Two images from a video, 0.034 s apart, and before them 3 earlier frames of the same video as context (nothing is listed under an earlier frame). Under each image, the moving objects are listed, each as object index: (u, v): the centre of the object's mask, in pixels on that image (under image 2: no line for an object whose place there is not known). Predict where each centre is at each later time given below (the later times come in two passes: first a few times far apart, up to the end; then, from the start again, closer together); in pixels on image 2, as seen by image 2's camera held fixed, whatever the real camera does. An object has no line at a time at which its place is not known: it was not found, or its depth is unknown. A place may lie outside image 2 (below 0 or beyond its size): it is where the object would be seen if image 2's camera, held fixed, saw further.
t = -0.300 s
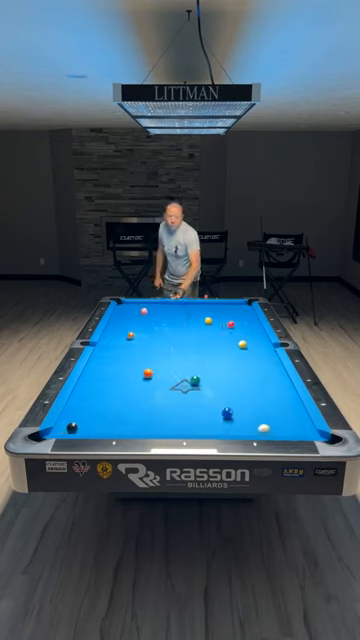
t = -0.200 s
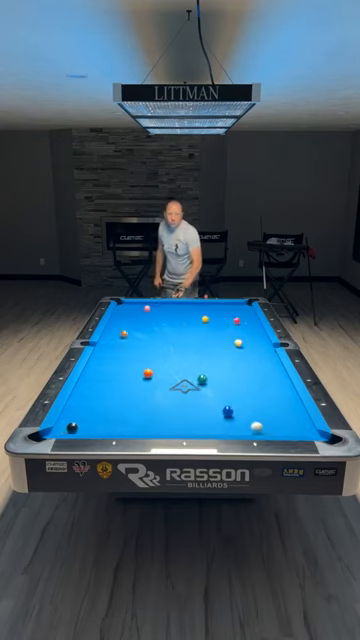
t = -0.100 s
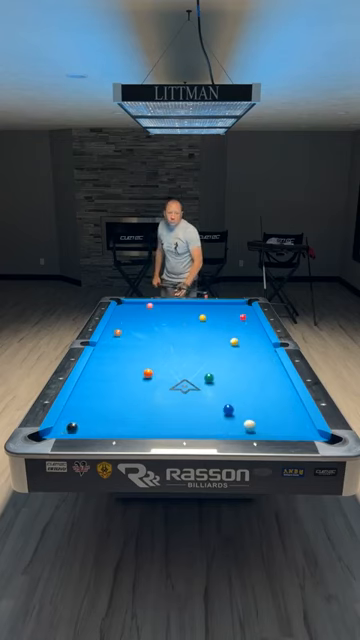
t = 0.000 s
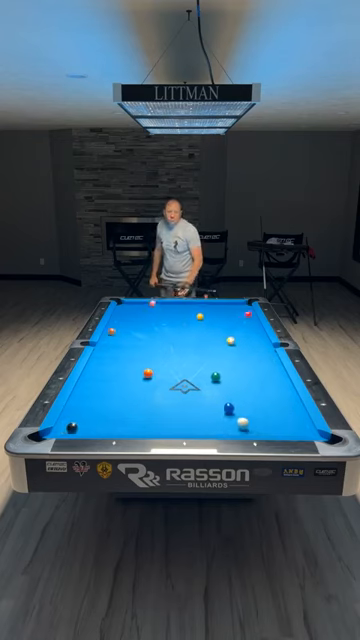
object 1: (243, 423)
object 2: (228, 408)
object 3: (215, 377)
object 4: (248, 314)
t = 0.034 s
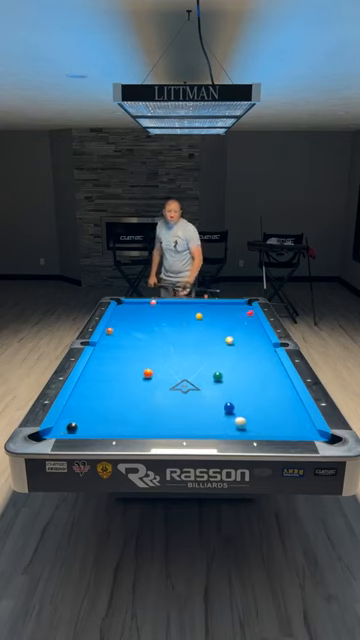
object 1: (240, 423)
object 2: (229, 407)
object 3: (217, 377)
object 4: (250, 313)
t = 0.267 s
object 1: (225, 418)
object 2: (229, 404)
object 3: (232, 374)
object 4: (243, 307)
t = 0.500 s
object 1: (211, 414)
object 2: (230, 402)
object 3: (245, 372)
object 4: (234, 303)
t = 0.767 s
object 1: (198, 410)
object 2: (231, 400)
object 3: (260, 370)
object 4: (233, 306)
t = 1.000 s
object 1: (187, 407)
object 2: (232, 398)
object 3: (272, 368)
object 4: (232, 307)
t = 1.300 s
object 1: (174, 403)
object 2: (233, 397)
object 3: (275, 366)
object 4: (230, 311)
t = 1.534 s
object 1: (165, 400)
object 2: (234, 396)
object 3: (266, 365)
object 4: (229, 313)
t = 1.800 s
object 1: (156, 397)
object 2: (234, 396)
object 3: (259, 364)
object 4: (227, 315)
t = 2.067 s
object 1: (148, 395)
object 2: (234, 396)
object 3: (253, 363)
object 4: (226, 318)
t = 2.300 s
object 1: (142, 393)
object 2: (234, 396)
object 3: (248, 362)
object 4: (224, 320)
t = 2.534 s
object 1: (137, 392)
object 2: (235, 396)
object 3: (243, 361)
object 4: (222, 322)
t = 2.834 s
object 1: (131, 391)
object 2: (235, 396)
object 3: (239, 361)
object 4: (221, 325)
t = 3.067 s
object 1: (128, 389)
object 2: (235, 396)
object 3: (236, 360)
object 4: (219, 327)
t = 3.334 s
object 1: (125, 389)
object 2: (235, 396)
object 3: (233, 360)
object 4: (218, 328)
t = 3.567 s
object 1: (122, 388)
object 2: (235, 396)
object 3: (232, 360)
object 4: (217, 330)
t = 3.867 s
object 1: (121, 387)
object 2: (235, 396)
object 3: (231, 360)
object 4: (215, 331)
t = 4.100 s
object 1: (120, 387)
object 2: (235, 396)
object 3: (231, 359)
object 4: (214, 332)
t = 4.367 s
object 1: (120, 388)
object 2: (235, 396)
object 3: (231, 360)
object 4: (214, 333)
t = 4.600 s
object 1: (120, 387)
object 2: (235, 396)
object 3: (231, 360)
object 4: (213, 333)
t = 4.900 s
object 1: (120, 387)
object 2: (235, 396)
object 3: (231, 360)
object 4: (212, 334)
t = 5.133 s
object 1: (120, 388)
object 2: (235, 396)
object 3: (231, 360)
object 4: (212, 334)
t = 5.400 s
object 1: (120, 388)
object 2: (235, 396)
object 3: (231, 360)
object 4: (212, 334)
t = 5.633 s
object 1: (120, 388)
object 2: (235, 396)
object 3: (231, 360)
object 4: (212, 334)
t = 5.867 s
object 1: (120, 388)
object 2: (235, 396)
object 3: (231, 360)
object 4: (212, 334)
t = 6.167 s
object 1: (120, 388)
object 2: (235, 396)
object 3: (231, 360)
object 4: (212, 334)
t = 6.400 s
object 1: (120, 388)
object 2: (235, 396)
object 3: (231, 360)
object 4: (212, 334)
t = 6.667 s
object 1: (120, 388)
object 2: (235, 396)
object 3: (231, 360)
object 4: (212, 334)
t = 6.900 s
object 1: (120, 388)
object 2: (235, 396)
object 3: (231, 360)
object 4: (212, 334)
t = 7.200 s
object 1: (120, 388)
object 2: (235, 396)
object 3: (231, 360)
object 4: (212, 334)
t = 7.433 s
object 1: (120, 388)
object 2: (235, 396)
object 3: (231, 360)
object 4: (212, 334)
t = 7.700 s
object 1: (120, 388)
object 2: (235, 396)
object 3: (231, 359)
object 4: (212, 334)
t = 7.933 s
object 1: (120, 388)
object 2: (235, 396)
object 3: (231, 359)
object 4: (212, 334)
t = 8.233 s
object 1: (120, 388)
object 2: (235, 396)
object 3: (231, 360)
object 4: (212, 334)
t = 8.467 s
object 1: (120, 388)
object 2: (235, 396)
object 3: (231, 360)
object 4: (212, 334)
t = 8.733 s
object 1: (120, 388)
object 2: (235, 396)
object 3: (231, 359)
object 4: (212, 334)
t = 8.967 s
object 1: (120, 388)
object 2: (235, 396)
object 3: (231, 359)
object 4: (212, 334)
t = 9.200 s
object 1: (120, 388)
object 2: (235, 396)
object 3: (231, 360)
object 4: (212, 334)
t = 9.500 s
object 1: (120, 388)
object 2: (235, 396)
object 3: (231, 360)
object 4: (212, 334)
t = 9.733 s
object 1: (120, 388)
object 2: (235, 396)
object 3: (231, 360)
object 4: (212, 334)
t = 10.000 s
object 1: (120, 388)
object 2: (235, 396)
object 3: (231, 360)
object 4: (212, 334)
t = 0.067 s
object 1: (238, 422)
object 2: (229, 407)
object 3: (220, 376)
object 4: (251, 311)
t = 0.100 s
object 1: (236, 421)
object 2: (229, 406)
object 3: (222, 376)
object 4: (251, 311)
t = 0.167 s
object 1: (232, 420)
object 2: (229, 405)
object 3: (226, 375)
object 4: (247, 309)
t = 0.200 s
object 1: (230, 419)
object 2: (229, 405)
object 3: (228, 375)
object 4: (246, 309)
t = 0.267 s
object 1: (225, 418)
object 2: (229, 404)
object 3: (232, 374)
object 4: (243, 307)
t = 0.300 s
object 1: (223, 417)
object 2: (230, 404)
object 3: (234, 374)
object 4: (242, 306)
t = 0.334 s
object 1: (221, 417)
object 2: (230, 403)
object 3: (236, 373)
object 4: (240, 306)
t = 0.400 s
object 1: (217, 416)
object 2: (230, 403)
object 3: (240, 373)
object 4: (238, 305)
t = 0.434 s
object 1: (215, 415)
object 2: (230, 403)
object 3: (242, 373)
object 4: (237, 304)
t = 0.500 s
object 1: (211, 414)
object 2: (230, 402)
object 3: (245, 372)
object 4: (234, 303)
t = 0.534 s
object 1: (210, 413)
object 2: (230, 402)
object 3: (247, 371)
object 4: (234, 303)
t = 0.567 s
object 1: (208, 413)
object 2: (230, 401)
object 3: (249, 371)
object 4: (234, 303)
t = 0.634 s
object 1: (204, 412)
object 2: (231, 401)
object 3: (253, 371)
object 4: (234, 304)
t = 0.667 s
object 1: (203, 411)
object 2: (231, 400)
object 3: (255, 371)
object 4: (234, 304)
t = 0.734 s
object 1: (199, 410)
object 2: (231, 400)
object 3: (258, 370)
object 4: (233, 305)
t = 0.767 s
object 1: (198, 410)
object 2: (231, 400)
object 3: (260, 370)
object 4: (233, 306)
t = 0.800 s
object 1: (196, 409)
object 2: (231, 399)
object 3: (262, 369)
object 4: (233, 306)
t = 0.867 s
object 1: (193, 408)
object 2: (232, 399)
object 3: (265, 369)
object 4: (233, 306)
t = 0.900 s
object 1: (191, 408)
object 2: (232, 399)
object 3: (267, 368)
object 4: (232, 306)
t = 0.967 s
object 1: (188, 407)
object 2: (232, 398)
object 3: (270, 368)
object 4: (232, 307)
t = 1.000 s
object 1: (187, 407)
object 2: (232, 398)
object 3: (272, 368)
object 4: (232, 307)
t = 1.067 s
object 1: (183, 406)
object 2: (232, 398)
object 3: (275, 367)
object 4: (231, 309)
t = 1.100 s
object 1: (182, 405)
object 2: (232, 398)
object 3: (276, 367)
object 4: (231, 309)
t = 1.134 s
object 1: (181, 405)
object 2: (233, 397)
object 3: (278, 367)
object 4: (231, 309)
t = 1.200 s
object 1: (178, 404)
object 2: (233, 397)
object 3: (278, 366)
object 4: (230, 311)
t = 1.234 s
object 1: (177, 403)
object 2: (233, 397)
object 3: (276, 366)
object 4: (230, 310)
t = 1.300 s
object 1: (174, 403)
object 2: (233, 397)
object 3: (275, 366)
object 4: (230, 311)
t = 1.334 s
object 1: (172, 402)
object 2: (233, 397)
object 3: (273, 365)
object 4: (230, 311)
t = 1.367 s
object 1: (171, 402)
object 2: (234, 396)
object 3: (272, 365)
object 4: (230, 311)
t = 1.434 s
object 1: (168, 401)
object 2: (234, 396)
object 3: (270, 365)
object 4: (229, 312)
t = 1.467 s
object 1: (167, 401)
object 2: (234, 396)
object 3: (269, 365)
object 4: (229, 313)
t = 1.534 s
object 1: (165, 400)
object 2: (234, 396)
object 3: (266, 365)
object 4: (229, 313)
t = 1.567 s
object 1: (164, 400)
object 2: (234, 396)
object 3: (266, 365)
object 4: (229, 313)
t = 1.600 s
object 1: (163, 399)
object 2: (234, 396)
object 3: (265, 364)
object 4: (228, 314)
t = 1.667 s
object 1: (160, 398)
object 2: (234, 396)
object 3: (263, 364)
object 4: (228, 314)
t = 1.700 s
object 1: (159, 398)
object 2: (234, 396)
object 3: (262, 364)
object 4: (227, 315)
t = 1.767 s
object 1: (157, 398)
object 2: (234, 396)
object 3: (260, 364)
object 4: (227, 315)
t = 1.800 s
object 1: (156, 397)
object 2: (234, 396)
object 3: (259, 364)
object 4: (227, 315)
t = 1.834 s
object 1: (155, 397)
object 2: (234, 396)
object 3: (259, 364)
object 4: (227, 316)
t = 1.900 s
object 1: (153, 397)
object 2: (234, 396)
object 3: (257, 363)
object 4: (226, 317)
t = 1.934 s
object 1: (152, 396)
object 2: (234, 396)
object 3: (256, 363)
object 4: (226, 317)
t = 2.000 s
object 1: (150, 395)
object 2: (234, 396)
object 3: (254, 363)
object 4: (226, 317)
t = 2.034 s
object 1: (149, 395)
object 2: (234, 396)
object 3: (254, 363)
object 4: (226, 318)
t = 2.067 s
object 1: (148, 395)
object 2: (234, 396)
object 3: (253, 363)
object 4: (226, 318)
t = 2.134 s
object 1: (146, 394)
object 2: (234, 396)
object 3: (251, 363)
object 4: (225, 319)
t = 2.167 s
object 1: (145, 394)
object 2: (234, 396)
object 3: (250, 362)
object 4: (225, 319)
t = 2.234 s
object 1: (144, 394)
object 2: (234, 396)
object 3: (249, 362)
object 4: (224, 320)
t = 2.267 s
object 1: (143, 393)
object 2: (234, 396)
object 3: (248, 362)
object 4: (224, 320)
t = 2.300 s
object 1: (142, 393)
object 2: (234, 396)
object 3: (248, 362)
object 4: (224, 320)
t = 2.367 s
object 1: (140, 393)
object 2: (234, 396)
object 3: (246, 361)
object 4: (223, 321)
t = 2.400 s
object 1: (140, 393)
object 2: (234, 396)
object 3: (246, 361)
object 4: (223, 321)
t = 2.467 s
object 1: (138, 392)
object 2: (234, 396)
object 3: (244, 361)
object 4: (223, 322)
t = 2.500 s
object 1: (137, 392)
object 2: (235, 396)
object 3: (244, 361)
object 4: (223, 322)
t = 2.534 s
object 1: (137, 392)
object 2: (235, 396)
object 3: (243, 361)
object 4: (222, 322)
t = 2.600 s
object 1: (135, 391)
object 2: (235, 396)
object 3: (242, 361)
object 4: (222, 323)
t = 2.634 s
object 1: (135, 391)
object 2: (235, 396)
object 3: (242, 361)
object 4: (222, 323)
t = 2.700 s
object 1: (134, 391)
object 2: (235, 396)
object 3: (241, 361)
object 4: (221, 324)
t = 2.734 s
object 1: (133, 391)
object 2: (235, 396)
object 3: (240, 361)
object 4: (221, 324)
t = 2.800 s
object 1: (132, 390)
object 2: (235, 396)
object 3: (239, 361)
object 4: (221, 325)
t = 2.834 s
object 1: (131, 391)
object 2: (235, 396)
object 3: (239, 361)
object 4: (221, 325)
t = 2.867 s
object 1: (131, 390)
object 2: (235, 396)
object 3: (238, 360)
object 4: (220, 325)
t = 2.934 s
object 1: (130, 390)
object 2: (235, 396)
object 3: (237, 360)
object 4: (220, 326)
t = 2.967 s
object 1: (129, 390)
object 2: (235, 396)
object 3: (237, 360)
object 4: (220, 326)
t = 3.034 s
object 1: (128, 390)
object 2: (235, 396)
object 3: (236, 360)
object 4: (219, 327)
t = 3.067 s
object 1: (128, 389)
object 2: (235, 396)
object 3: (236, 360)
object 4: (219, 327)
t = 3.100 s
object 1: (127, 389)
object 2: (235, 396)
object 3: (235, 360)
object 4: (219, 327)
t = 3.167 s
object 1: (127, 389)
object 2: (235, 396)
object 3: (235, 360)
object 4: (218, 327)
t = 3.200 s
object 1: (126, 389)
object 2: (235, 396)
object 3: (234, 360)
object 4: (218, 327)
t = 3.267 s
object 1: (125, 389)
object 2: (235, 396)
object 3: (234, 360)
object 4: (218, 328)
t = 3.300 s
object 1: (125, 389)
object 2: (235, 396)
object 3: (233, 360)
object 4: (218, 328)
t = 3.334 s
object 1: (125, 389)
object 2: (235, 396)
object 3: (233, 360)
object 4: (218, 328)
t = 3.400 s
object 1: (124, 388)
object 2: (235, 396)
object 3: (233, 360)
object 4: (217, 329)
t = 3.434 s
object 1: (123, 388)
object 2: (235, 396)
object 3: (232, 360)
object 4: (217, 329)
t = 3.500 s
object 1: (123, 388)
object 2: (235, 396)
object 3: (232, 360)
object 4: (217, 329)
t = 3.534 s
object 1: (123, 388)
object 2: (235, 396)
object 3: (232, 360)
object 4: (217, 330)
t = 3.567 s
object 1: (122, 388)
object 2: (235, 396)
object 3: (232, 360)
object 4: (217, 330)
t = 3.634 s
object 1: (122, 388)
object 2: (235, 396)
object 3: (231, 360)
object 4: (216, 330)
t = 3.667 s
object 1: (122, 388)
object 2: (235, 396)
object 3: (231, 360)
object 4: (216, 330)
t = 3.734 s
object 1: (121, 388)
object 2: (235, 396)
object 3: (231, 360)
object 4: (216, 330)
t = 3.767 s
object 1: (121, 387)
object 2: (235, 396)
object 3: (231, 360)
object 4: (216, 330)
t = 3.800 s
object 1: (121, 387)
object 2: (235, 396)
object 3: (231, 360)
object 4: (216, 330)
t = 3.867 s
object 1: (121, 387)
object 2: (235, 396)
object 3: (231, 360)
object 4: (215, 331)
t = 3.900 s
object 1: (120, 387)
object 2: (235, 396)
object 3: (231, 360)
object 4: (215, 331)
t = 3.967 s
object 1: (120, 387)
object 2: (235, 396)
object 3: (231, 360)
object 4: (215, 332)
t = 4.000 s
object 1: (120, 387)
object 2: (235, 396)
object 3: (231, 360)
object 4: (215, 332)
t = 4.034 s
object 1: (120, 387)
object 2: (235, 396)
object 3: (231, 360)
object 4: (215, 332)
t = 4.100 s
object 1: (120, 387)
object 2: (235, 396)
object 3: (231, 359)
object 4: (214, 332)
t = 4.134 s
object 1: (120, 387)
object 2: (235, 396)
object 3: (231, 359)
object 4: (214, 332)
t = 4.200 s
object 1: (120, 387)
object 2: (235, 396)
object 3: (231, 359)
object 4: (214, 332)
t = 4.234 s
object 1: (120, 387)
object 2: (235, 396)
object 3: (231, 359)
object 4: (214, 332)
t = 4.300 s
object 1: (120, 387)
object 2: (235, 396)
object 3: (231, 360)
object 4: (214, 333)
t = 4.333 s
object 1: (120, 387)
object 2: (235, 396)
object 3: (231, 360)
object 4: (214, 333)
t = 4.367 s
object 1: (120, 388)
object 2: (235, 396)
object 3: (231, 360)
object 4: (214, 333)
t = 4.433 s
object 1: (120, 387)
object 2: (235, 396)
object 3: (231, 360)
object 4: (214, 333)
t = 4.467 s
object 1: (120, 388)
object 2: (235, 396)
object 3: (231, 360)
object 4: (214, 333)
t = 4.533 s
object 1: (120, 387)
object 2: (235, 396)
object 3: (231, 360)
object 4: (213, 333)
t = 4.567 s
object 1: (120, 388)
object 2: (235, 396)
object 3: (231, 360)
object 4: (213, 333)
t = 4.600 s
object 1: (120, 387)
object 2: (235, 396)
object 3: (231, 360)
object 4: (213, 333)
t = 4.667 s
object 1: (120, 387)
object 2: (235, 396)
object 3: (231, 360)
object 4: (213, 333)
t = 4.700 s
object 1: (120, 387)
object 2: (235, 396)
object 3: (231, 360)
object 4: (213, 334)
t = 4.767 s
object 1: (120, 387)
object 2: (235, 396)
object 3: (231, 360)
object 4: (212, 334)
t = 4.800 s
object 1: (120, 388)
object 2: (235, 396)
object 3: (231, 360)
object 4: (212, 334)
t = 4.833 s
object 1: (120, 387)
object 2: (235, 396)
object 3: (231, 360)
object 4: (212, 334)
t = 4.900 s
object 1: (120, 387)
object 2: (235, 396)
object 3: (231, 360)
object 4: (212, 334)
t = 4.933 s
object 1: (120, 388)
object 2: (235, 396)
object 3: (231, 360)
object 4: (212, 334)
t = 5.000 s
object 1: (120, 388)
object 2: (235, 396)
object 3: (231, 360)
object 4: (212, 334)
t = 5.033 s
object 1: (120, 388)
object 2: (235, 396)
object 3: (231, 360)
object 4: (212, 334)
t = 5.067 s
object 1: (120, 388)
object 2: (235, 396)
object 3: (231, 360)
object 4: (212, 334)
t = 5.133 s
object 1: (120, 388)
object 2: (235, 396)
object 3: (231, 360)
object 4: (212, 334)
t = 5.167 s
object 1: (120, 387)
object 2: (235, 396)
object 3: (231, 360)
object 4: (212, 334)
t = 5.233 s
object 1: (120, 388)
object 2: (235, 396)
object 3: (231, 360)
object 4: (212, 334)
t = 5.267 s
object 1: (120, 387)
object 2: (235, 396)
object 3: (231, 360)
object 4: (212, 334)
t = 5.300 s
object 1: (120, 388)
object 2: (235, 396)
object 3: (231, 360)
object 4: (212, 334)
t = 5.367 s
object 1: (120, 388)
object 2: (235, 396)
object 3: (231, 360)
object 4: (212, 334)
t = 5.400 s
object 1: (120, 388)
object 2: (235, 396)
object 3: (231, 360)
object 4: (212, 334)
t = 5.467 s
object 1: (120, 388)
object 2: (235, 396)
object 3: (231, 360)
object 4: (212, 334)
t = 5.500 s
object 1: (120, 388)
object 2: (235, 396)
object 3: (231, 360)
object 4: (212, 334)
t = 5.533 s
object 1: (120, 388)
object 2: (235, 396)
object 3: (231, 360)
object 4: (212, 334)
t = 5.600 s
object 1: (120, 388)
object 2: (235, 396)
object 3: (231, 360)
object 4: (212, 334)
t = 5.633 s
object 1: (120, 388)
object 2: (235, 396)
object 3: (231, 360)
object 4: (212, 334)
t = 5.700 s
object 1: (120, 388)
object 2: (235, 396)
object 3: (231, 360)
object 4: (212, 334)
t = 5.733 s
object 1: (120, 388)
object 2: (235, 396)
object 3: (231, 360)
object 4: (212, 334)
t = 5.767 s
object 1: (120, 388)
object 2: (235, 396)
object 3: (231, 360)
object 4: (212, 334)
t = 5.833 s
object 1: (120, 388)
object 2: (235, 396)
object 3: (231, 360)
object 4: (212, 334)
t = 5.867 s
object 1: (120, 388)
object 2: (235, 396)
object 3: (231, 360)
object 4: (212, 334)
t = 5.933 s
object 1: (120, 388)
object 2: (235, 396)
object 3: (231, 360)
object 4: (212, 334)
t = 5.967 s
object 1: (120, 388)
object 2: (235, 396)
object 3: (231, 360)
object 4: (212, 334)
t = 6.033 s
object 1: (120, 388)
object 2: (235, 396)
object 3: (231, 360)
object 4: (212, 334)
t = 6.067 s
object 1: (120, 388)
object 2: (235, 396)
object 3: (231, 360)
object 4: (212, 334)
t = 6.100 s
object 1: (120, 388)
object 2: (235, 396)
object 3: (231, 360)
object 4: (212, 334)
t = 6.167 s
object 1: (120, 388)
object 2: (235, 396)
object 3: (231, 360)
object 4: (212, 334)
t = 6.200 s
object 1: (120, 388)
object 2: (235, 396)
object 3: (231, 360)
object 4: (212, 334)
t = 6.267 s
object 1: (120, 388)
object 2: (235, 396)
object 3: (231, 360)
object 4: (212, 334)
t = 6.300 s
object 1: (120, 388)
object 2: (235, 396)
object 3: (231, 360)
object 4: (212, 334)
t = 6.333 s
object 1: (120, 388)
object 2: (235, 396)
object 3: (231, 360)
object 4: (212, 334)
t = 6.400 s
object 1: (120, 388)
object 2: (235, 396)
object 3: (231, 360)
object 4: (212, 334)
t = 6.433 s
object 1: (120, 388)
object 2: (235, 396)
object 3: (231, 360)
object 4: (212, 334)
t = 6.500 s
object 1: (120, 388)
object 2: (235, 396)
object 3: (231, 360)
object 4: (212, 334)
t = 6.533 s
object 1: (120, 388)
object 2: (235, 396)
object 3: (231, 360)
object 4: (212, 334)
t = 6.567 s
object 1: (120, 388)
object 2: (235, 396)
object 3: (231, 360)
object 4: (212, 334)
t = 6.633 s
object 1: (120, 388)
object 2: (235, 396)
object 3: (231, 360)
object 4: (212, 334)
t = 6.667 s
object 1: (120, 388)
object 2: (235, 396)
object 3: (231, 360)
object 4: (212, 334)
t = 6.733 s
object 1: (120, 388)
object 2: (235, 396)
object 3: (231, 360)
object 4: (212, 334)
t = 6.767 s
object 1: (120, 388)
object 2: (235, 396)
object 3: (231, 360)
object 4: (212, 334)
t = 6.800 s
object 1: (120, 388)
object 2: (235, 396)
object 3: (231, 360)
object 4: (212, 334)
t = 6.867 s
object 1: (120, 388)
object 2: (235, 396)
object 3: (231, 360)
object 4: (212, 334)
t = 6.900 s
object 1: (120, 388)
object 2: (235, 396)
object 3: (231, 360)
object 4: (212, 334)
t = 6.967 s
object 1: (120, 388)
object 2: (235, 396)
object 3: (231, 360)
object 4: (212, 334)
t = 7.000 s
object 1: (120, 388)
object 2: (235, 396)
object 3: (231, 360)
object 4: (212, 334)
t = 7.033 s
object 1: (120, 388)
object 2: (235, 396)
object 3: (231, 360)
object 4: (212, 334)
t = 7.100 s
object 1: (120, 388)
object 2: (235, 396)
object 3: (231, 360)
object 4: (212, 334)
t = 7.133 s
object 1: (120, 388)
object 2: (235, 396)
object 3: (231, 360)
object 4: (212, 334)
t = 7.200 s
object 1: (120, 388)
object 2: (235, 396)
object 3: (231, 360)
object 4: (212, 334)
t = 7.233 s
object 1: (120, 388)
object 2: (235, 396)
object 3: (231, 360)
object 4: (212, 334)
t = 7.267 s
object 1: (120, 388)
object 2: (235, 396)
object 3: (231, 360)
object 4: (212, 334)
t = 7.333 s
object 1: (120, 388)
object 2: (235, 396)
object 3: (231, 360)
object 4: (212, 334)
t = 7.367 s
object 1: (120, 388)
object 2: (235, 396)
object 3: (231, 360)
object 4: (212, 334)
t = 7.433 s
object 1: (120, 388)
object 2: (235, 396)
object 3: (231, 360)
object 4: (212, 334)
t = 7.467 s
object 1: (120, 388)
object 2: (235, 396)
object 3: (231, 360)
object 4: (212, 334)
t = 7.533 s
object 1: (120, 388)
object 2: (235, 396)
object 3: (231, 360)
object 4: (212, 334)
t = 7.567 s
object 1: (120, 388)
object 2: (235, 396)
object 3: (231, 360)
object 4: (212, 334)
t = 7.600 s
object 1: (120, 388)
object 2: (235, 396)
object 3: (231, 359)
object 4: (212, 334)
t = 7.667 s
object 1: (120, 388)
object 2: (235, 396)
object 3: (231, 359)
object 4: (212, 334)
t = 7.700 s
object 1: (120, 388)
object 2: (235, 396)
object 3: (231, 359)
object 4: (212, 334)
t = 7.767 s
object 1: (120, 388)
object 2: (235, 396)
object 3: (231, 359)
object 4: (212, 334)
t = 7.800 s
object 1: (120, 388)
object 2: (235, 396)
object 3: (231, 359)
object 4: (212, 334)
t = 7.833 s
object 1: (120, 388)
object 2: (235, 396)
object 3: (231, 359)
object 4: (212, 334)
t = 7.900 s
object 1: (120, 388)
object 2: (235, 396)
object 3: (231, 359)
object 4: (212, 334)
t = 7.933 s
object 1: (120, 388)
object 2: (235, 396)
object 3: (231, 359)
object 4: (212, 334)
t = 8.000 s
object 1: (120, 387)
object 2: (235, 396)
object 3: (231, 360)
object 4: (212, 334)
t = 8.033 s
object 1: (120, 387)
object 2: (235, 396)
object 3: (231, 359)
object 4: (212, 334)
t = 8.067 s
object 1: (120, 388)
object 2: (235, 396)
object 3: (231, 360)
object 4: (212, 334)
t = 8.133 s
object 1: (120, 387)
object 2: (235, 396)
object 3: (231, 360)
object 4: (212, 334)
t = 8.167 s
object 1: (120, 388)
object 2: (235, 396)
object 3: (231, 360)
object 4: (212, 334)
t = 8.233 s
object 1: (120, 388)
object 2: (235, 396)
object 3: (231, 360)
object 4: (212, 334)
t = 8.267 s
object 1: (120, 388)
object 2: (235, 396)
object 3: (231, 360)
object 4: (212, 334)
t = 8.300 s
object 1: (120, 387)
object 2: (235, 396)
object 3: (231, 360)
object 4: (212, 334)
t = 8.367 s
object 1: (120, 388)
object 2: (235, 396)
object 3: (231, 359)
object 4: (212, 334)
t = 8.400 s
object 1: (120, 387)
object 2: (235, 396)
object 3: (231, 360)
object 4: (212, 334)
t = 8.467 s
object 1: (120, 388)
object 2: (235, 396)
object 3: (231, 360)
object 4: (212, 334)
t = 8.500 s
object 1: (120, 388)
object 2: (235, 396)
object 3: (231, 359)
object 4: (212, 334)
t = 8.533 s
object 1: (120, 388)
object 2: (235, 396)
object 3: (231, 359)
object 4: (212, 334)
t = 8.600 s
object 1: (120, 388)
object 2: (235, 396)
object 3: (231, 360)
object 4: (212, 334)
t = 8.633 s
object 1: (120, 388)
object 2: (235, 396)
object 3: (231, 359)
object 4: (212, 334)
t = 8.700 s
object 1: (120, 388)
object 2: (235, 396)
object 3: (231, 360)
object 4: (212, 334)
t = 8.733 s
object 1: (120, 388)
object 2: (235, 396)
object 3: (231, 359)
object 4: (212, 334)
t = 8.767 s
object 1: (120, 388)
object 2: (235, 396)
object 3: (231, 360)
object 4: (212, 334)
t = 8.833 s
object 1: (120, 388)
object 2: (235, 396)
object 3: (231, 359)
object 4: (212, 334)
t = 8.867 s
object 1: (120, 388)
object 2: (235, 396)
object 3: (231, 359)
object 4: (212, 334)
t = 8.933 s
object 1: (120, 388)
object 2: (235, 396)
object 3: (231, 359)
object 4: (212, 334)
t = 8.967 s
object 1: (120, 388)
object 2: (235, 396)
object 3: (231, 359)
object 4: (212, 334)
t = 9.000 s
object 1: (120, 388)
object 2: (235, 396)
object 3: (231, 359)
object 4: (212, 334)
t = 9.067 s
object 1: (120, 388)
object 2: (235, 396)
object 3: (231, 359)
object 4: (212, 334)
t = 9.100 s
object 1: (120, 388)
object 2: (235, 396)
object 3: (231, 359)
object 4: (212, 334)
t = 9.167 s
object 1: (120, 388)
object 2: (235, 396)
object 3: (231, 360)
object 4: (212, 334)
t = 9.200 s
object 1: (120, 388)
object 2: (235, 396)
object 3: (231, 360)
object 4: (212, 334)
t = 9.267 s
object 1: (120, 388)
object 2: (235, 396)
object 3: (231, 360)
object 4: (212, 334)
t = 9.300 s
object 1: (120, 388)
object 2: (235, 396)
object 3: (231, 360)
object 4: (212, 334)
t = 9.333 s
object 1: (120, 388)
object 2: (235, 396)
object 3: (231, 360)
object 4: (212, 334)
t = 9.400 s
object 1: (120, 388)
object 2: (235, 396)
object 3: (231, 360)
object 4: (212, 334)
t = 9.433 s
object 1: (120, 388)
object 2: (235, 396)
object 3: (231, 360)
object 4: (212, 334)
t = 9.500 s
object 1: (120, 388)
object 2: (235, 396)
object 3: (231, 360)
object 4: (212, 334)
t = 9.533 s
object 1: (120, 388)
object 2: (235, 396)
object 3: (231, 360)
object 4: (212, 334)
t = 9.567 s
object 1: (120, 388)
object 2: (235, 396)
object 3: (231, 360)
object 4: (212, 334)
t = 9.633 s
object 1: (120, 388)
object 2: (235, 396)
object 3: (231, 360)
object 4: (212, 334)
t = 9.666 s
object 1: (120, 388)
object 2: (235, 396)
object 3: (231, 360)
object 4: (212, 334)
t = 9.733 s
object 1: (120, 388)
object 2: (235, 396)
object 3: (231, 360)
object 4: (212, 334)
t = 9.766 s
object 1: (120, 388)
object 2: (235, 396)
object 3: (231, 360)
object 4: (212, 334)
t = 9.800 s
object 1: (120, 388)
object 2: (235, 396)
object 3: (231, 360)
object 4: (212, 334)
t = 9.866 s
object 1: (120, 388)
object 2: (235, 396)
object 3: (231, 360)
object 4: (212, 334)
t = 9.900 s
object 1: (120, 388)
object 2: (235, 396)
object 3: (231, 360)
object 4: (212, 334)
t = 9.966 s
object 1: (120, 388)
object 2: (235, 396)
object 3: (231, 360)
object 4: (212, 334)
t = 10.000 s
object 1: (120, 388)
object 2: (235, 396)
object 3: (231, 360)
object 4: (212, 334)
